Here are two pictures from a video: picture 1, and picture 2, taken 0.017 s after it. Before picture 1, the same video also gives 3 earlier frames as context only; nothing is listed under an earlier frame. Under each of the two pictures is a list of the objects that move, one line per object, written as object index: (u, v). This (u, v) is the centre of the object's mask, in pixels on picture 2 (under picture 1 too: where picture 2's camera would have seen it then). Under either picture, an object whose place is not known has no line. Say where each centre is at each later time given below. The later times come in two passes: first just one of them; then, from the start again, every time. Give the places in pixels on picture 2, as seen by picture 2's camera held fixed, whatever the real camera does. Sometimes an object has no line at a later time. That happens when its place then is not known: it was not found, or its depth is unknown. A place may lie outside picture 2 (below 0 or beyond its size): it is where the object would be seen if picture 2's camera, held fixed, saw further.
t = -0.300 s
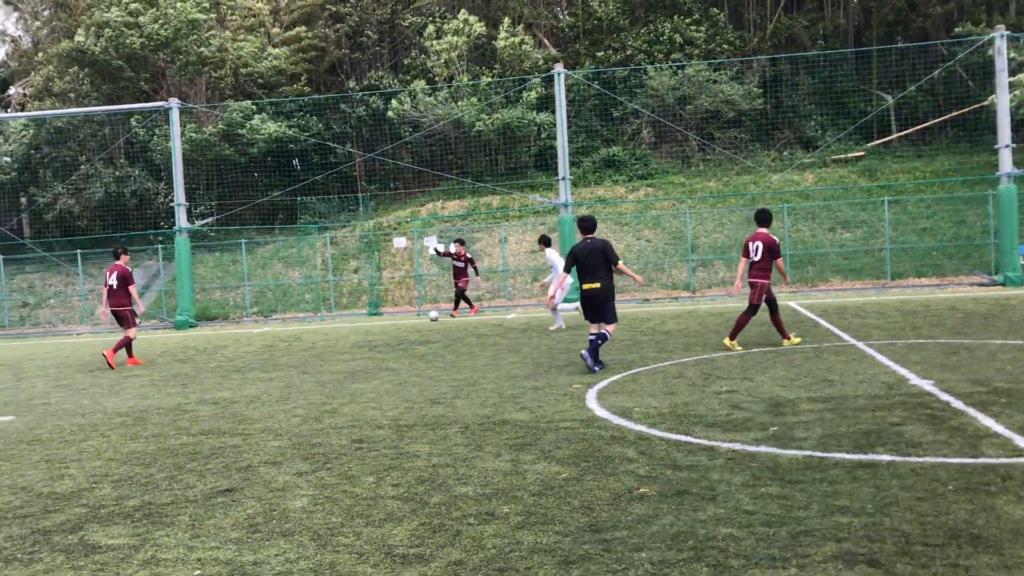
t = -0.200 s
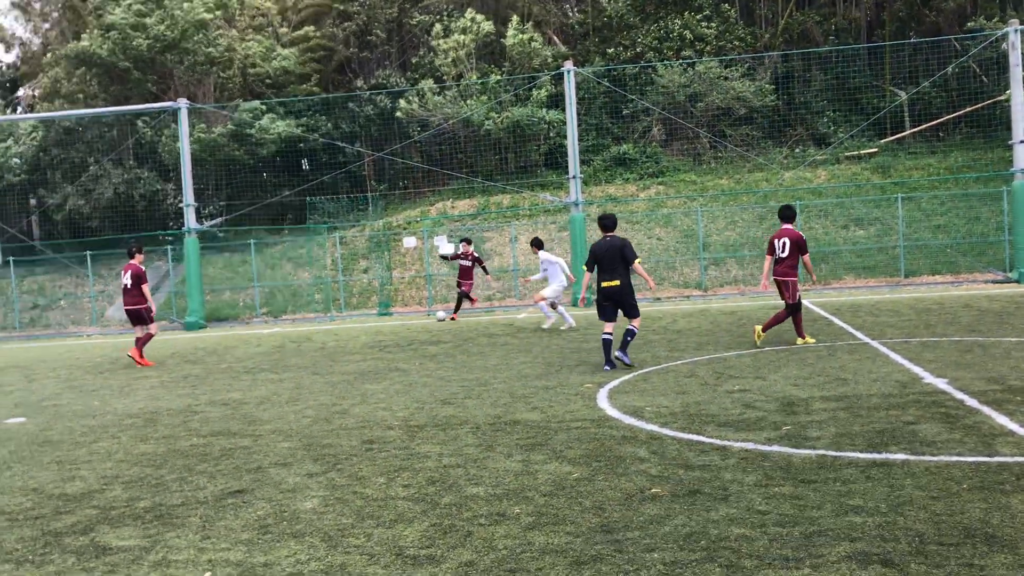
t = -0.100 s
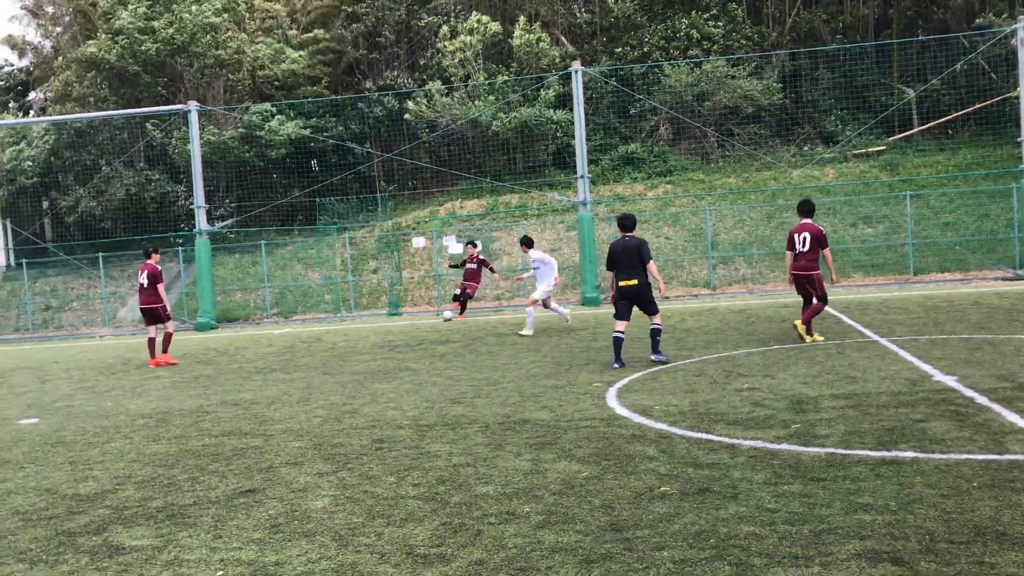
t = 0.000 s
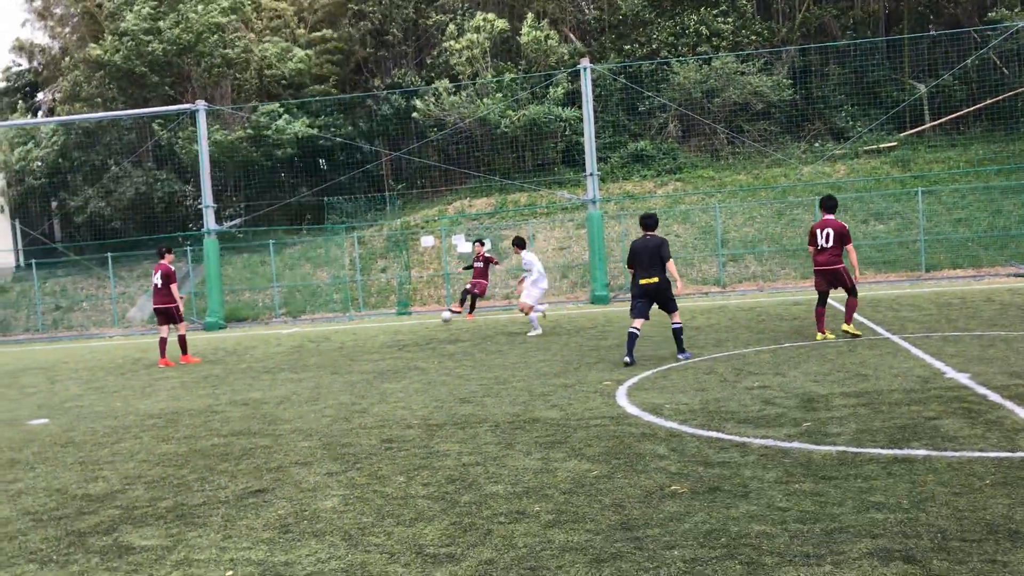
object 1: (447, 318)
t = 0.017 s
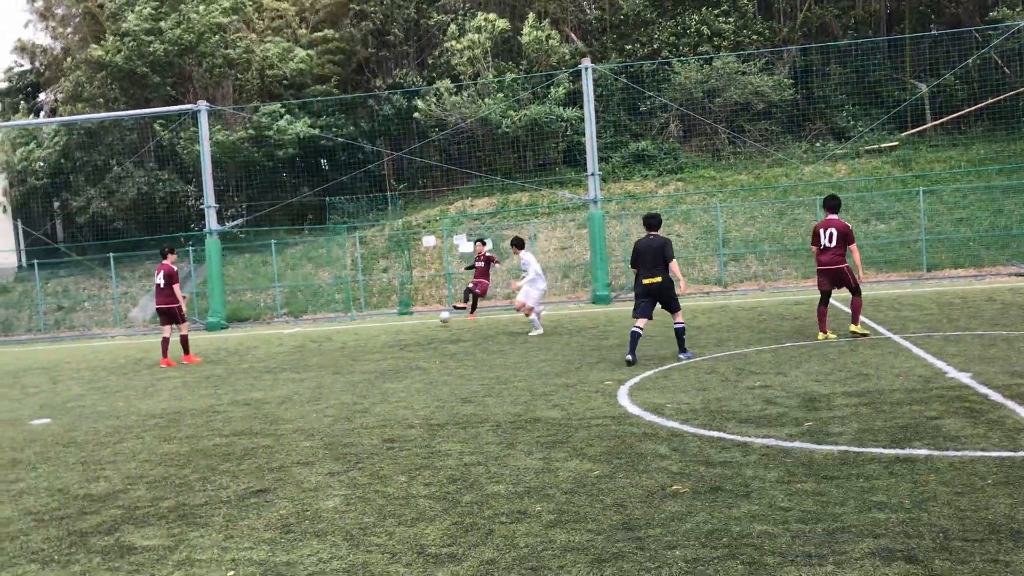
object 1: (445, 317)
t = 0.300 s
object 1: (383, 354)
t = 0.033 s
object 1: (442, 319)
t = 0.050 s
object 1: (438, 320)
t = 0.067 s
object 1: (435, 321)
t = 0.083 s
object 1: (432, 323)
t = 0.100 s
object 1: (429, 326)
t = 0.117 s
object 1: (425, 328)
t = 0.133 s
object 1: (421, 330)
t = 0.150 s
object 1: (417, 333)
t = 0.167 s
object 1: (413, 335)
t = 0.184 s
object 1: (410, 339)
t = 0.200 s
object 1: (406, 342)
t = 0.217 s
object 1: (402, 345)
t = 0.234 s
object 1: (399, 347)
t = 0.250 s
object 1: (395, 347)
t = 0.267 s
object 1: (391, 349)
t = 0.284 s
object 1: (387, 352)
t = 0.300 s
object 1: (383, 354)
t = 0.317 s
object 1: (379, 356)
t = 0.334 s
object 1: (375, 359)
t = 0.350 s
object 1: (370, 362)
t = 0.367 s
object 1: (366, 365)
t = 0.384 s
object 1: (361, 368)
